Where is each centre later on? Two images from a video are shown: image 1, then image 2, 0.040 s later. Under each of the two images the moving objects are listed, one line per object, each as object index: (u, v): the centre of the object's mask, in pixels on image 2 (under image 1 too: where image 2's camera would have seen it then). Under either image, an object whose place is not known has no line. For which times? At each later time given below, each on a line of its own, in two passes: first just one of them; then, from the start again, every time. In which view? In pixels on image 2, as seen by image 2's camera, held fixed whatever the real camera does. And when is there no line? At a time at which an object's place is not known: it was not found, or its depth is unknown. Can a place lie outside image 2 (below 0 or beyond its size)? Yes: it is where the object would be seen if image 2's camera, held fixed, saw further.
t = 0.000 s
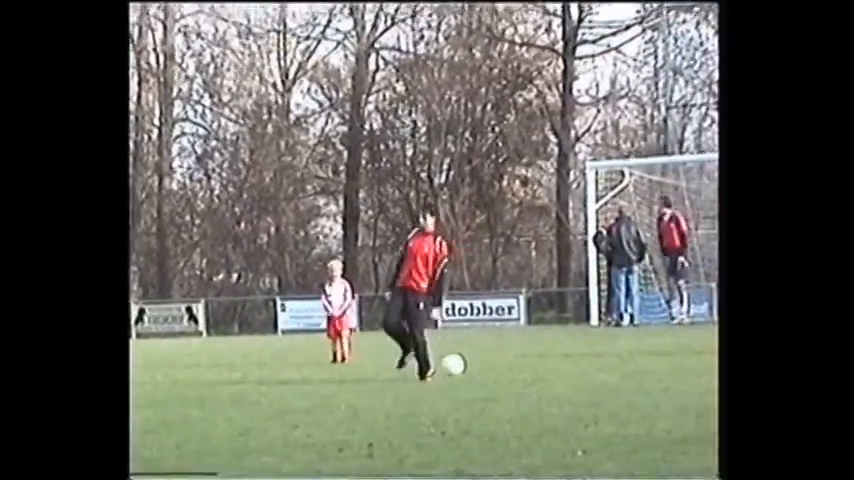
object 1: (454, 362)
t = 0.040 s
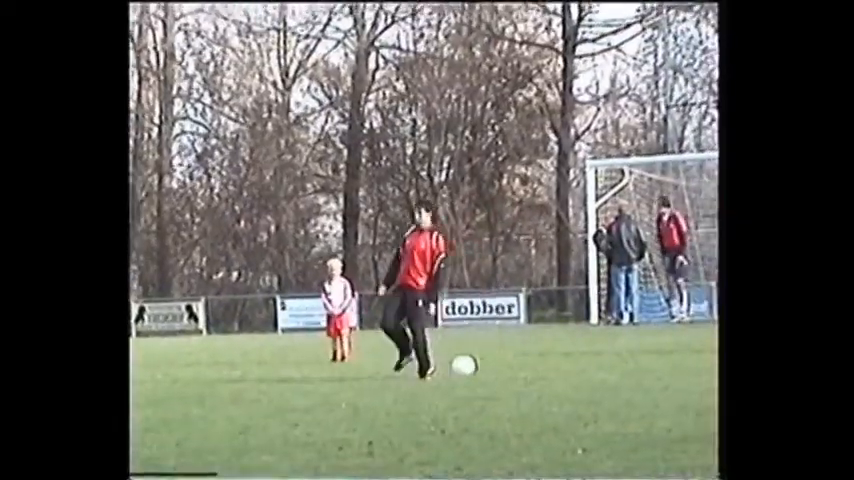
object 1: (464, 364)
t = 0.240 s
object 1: (512, 359)
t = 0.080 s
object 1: (475, 362)
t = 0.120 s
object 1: (484, 361)
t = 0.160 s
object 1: (494, 360)
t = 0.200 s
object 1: (503, 360)
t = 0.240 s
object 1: (512, 359)
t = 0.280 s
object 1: (521, 357)
